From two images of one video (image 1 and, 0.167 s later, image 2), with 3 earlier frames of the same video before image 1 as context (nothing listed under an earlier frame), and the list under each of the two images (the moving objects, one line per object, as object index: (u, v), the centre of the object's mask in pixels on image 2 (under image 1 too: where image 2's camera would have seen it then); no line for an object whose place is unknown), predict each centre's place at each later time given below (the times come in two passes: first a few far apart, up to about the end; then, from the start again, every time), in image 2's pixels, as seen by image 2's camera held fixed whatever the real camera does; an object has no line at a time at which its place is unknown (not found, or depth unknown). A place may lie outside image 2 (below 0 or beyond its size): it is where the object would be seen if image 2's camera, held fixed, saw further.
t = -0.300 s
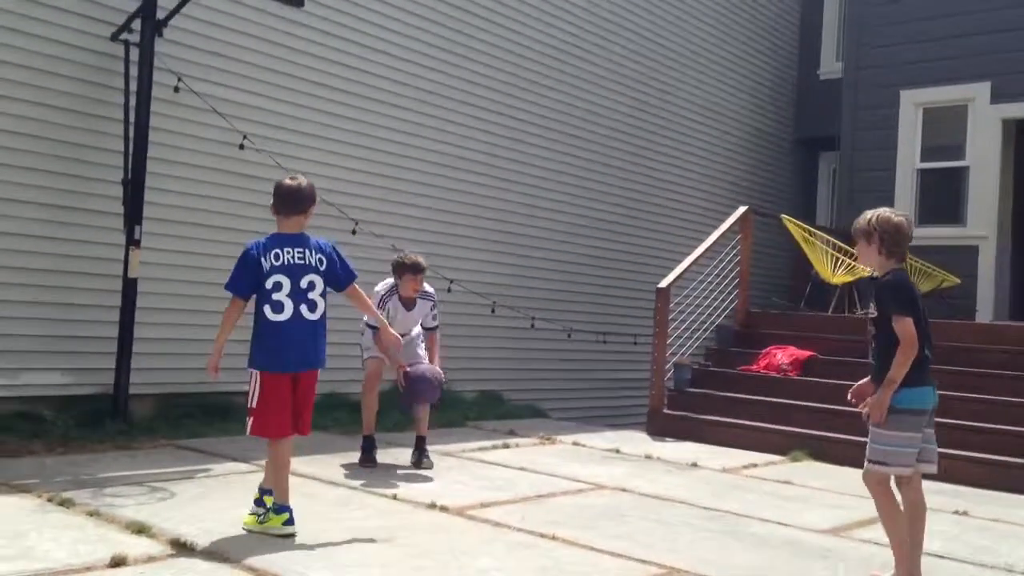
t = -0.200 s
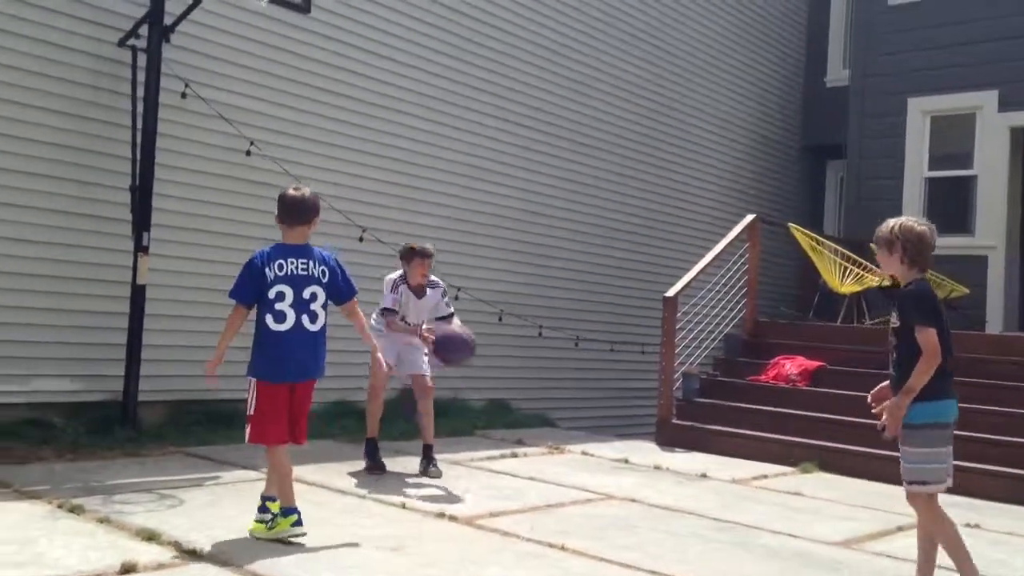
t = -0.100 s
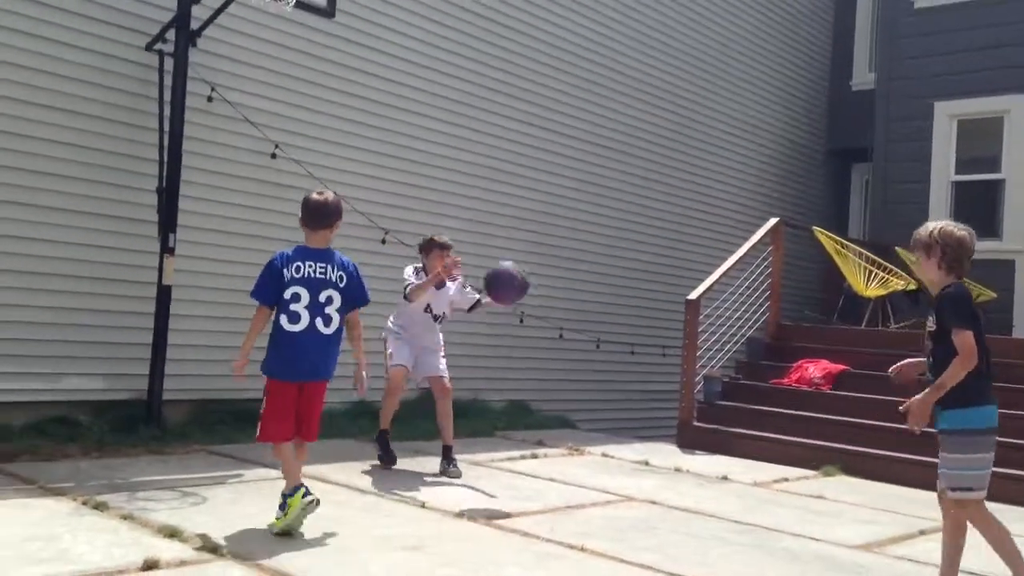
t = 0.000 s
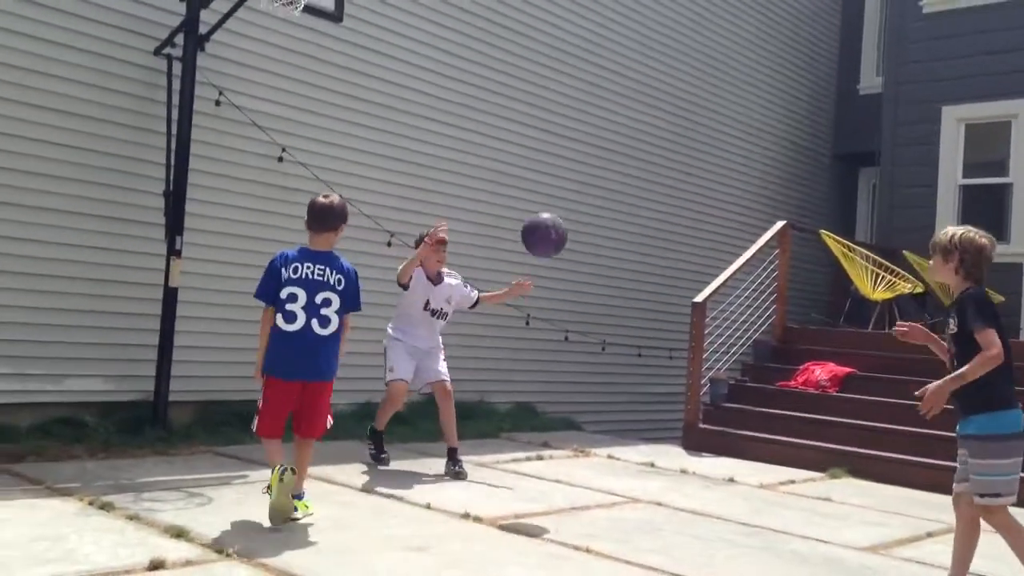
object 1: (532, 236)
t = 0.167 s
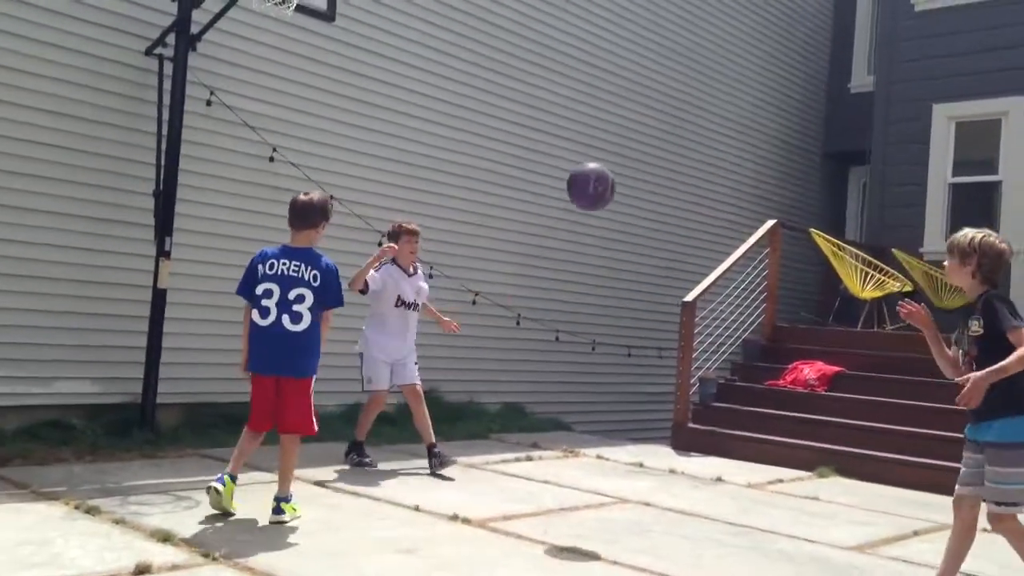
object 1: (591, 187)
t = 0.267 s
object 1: (626, 182)
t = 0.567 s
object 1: (739, 312)
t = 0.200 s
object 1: (603, 183)
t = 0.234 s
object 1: (614, 181)
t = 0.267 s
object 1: (626, 182)
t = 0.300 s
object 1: (638, 184)
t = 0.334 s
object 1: (650, 192)
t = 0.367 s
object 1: (663, 199)
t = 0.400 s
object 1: (675, 210)
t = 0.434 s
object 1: (688, 224)
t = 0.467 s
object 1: (701, 241)
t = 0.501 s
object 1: (713, 261)
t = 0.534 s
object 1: (726, 284)
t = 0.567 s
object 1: (739, 312)
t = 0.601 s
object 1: (753, 343)
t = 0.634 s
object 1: (766, 378)
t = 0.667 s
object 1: (779, 418)
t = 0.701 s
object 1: (793, 462)
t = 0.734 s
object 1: (807, 512)
